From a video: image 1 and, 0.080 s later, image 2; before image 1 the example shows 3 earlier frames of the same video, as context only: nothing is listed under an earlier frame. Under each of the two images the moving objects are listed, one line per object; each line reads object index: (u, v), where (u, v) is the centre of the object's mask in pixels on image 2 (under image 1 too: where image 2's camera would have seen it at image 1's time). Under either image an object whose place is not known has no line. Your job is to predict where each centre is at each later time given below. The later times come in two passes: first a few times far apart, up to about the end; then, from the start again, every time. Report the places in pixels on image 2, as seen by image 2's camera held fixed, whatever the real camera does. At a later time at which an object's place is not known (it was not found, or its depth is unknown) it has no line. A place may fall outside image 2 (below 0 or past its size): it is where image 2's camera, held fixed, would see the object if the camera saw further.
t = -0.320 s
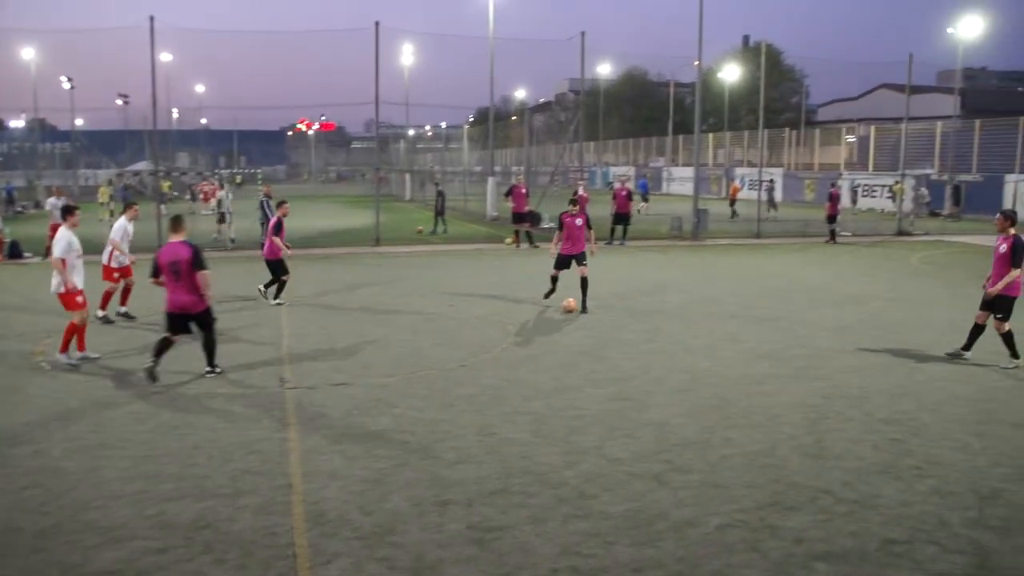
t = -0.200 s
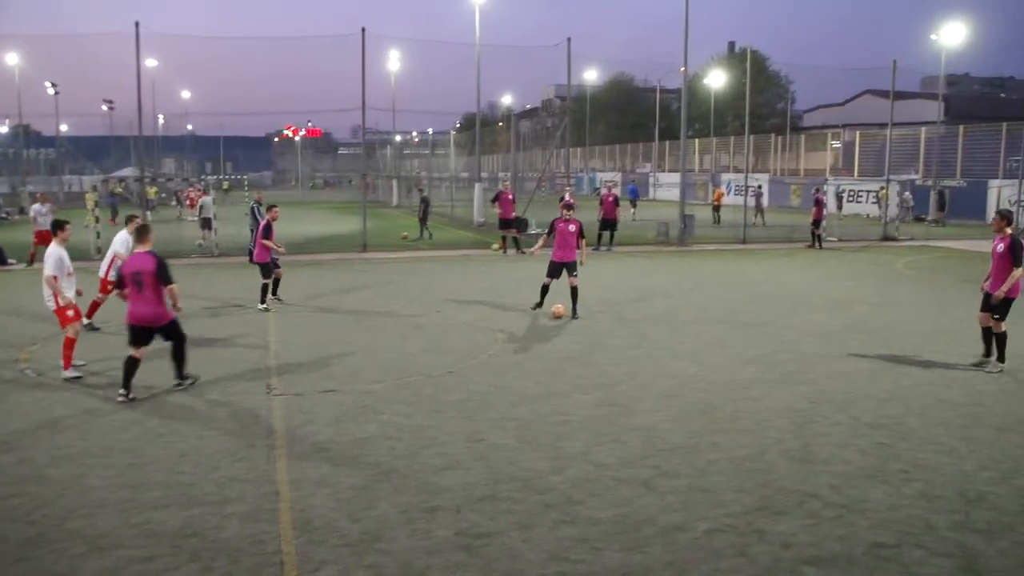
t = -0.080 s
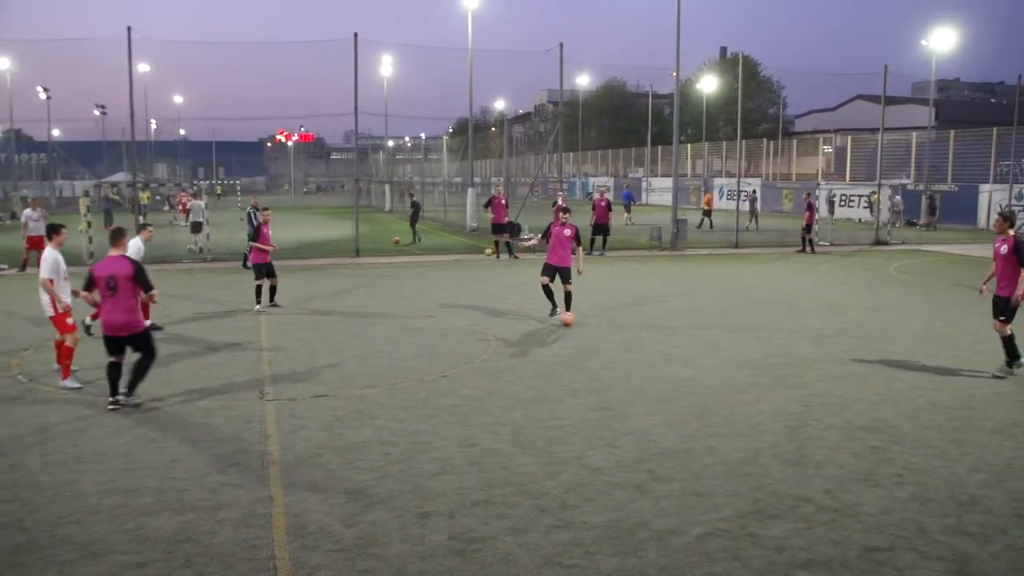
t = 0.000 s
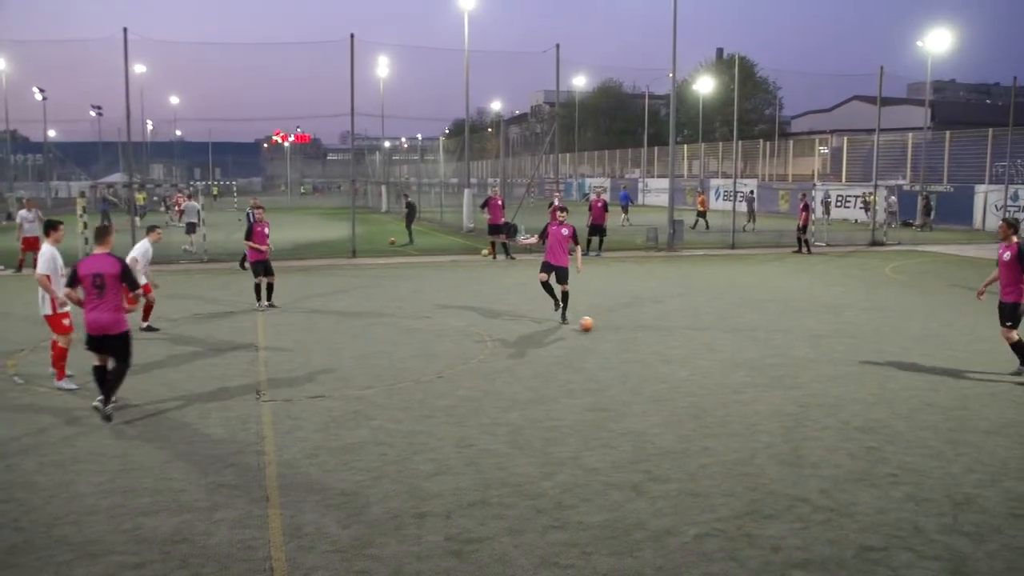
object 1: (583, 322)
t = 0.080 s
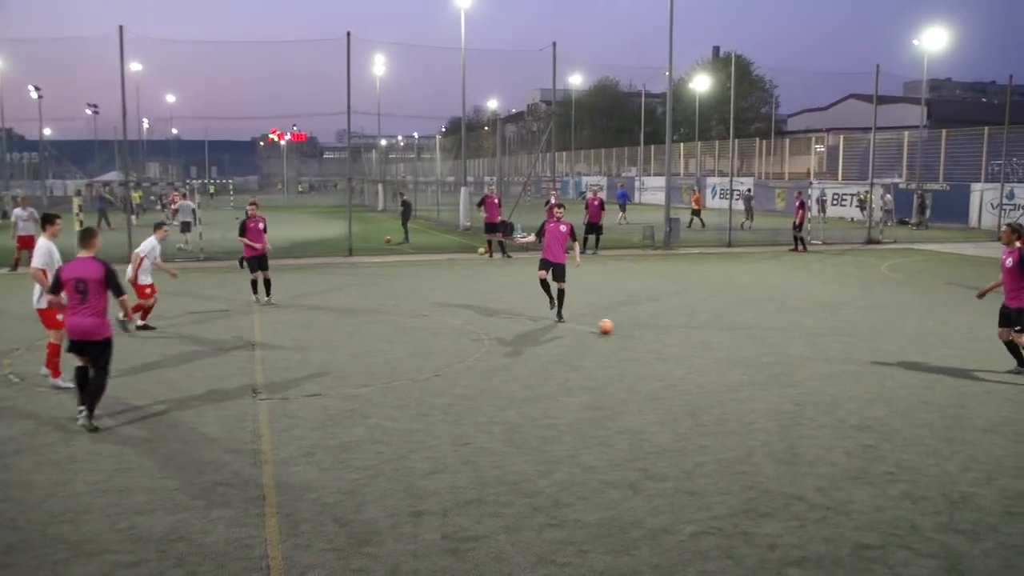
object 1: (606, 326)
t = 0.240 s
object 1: (648, 335)
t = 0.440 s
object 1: (698, 344)
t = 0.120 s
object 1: (617, 329)
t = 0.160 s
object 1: (627, 331)
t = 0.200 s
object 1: (637, 332)
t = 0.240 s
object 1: (648, 335)
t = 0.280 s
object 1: (658, 336)
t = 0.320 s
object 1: (669, 338)
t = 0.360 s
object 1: (679, 340)
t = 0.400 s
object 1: (688, 342)
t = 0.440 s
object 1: (698, 344)
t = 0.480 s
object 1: (709, 346)
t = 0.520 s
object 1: (719, 347)
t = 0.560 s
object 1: (729, 349)
